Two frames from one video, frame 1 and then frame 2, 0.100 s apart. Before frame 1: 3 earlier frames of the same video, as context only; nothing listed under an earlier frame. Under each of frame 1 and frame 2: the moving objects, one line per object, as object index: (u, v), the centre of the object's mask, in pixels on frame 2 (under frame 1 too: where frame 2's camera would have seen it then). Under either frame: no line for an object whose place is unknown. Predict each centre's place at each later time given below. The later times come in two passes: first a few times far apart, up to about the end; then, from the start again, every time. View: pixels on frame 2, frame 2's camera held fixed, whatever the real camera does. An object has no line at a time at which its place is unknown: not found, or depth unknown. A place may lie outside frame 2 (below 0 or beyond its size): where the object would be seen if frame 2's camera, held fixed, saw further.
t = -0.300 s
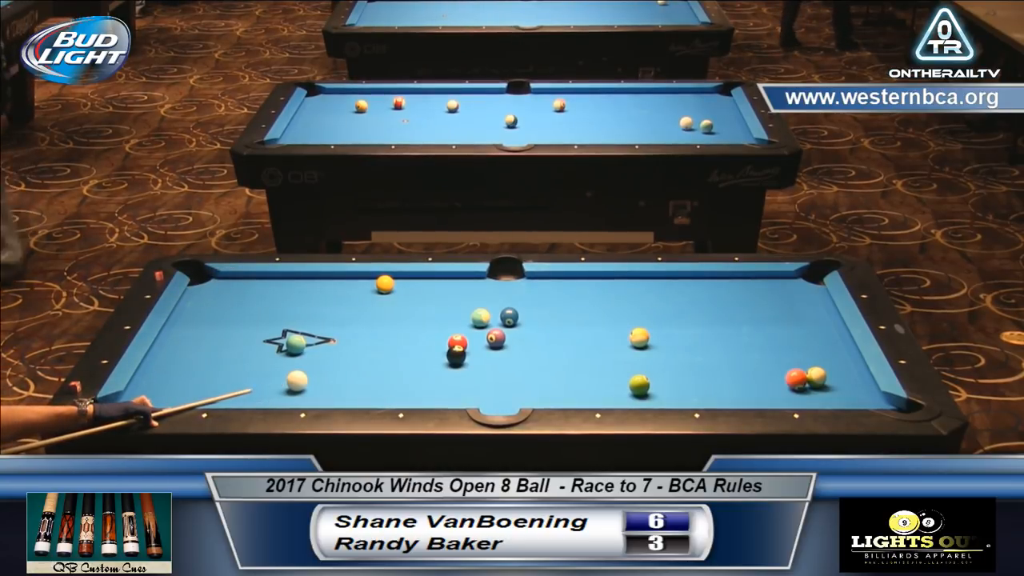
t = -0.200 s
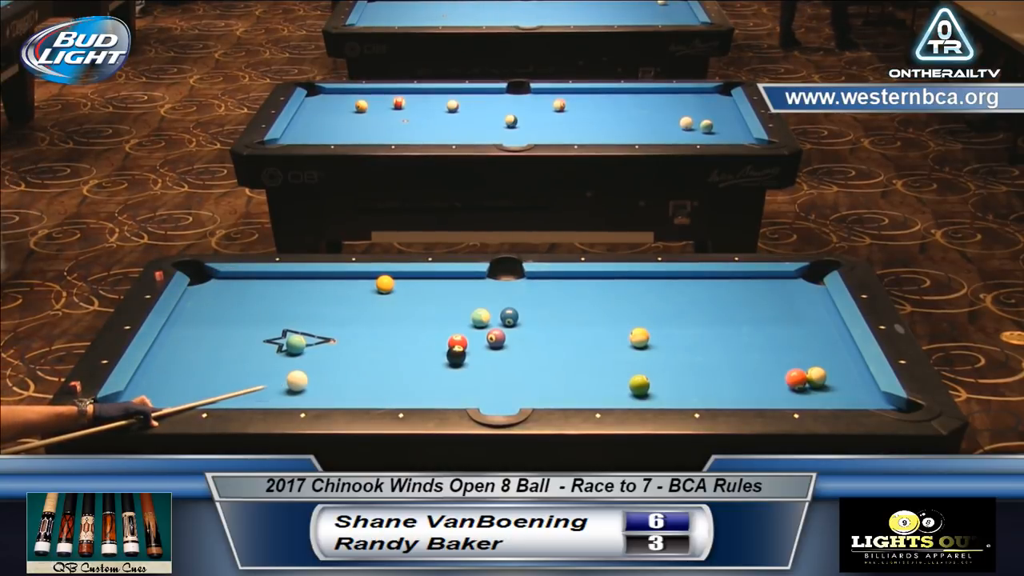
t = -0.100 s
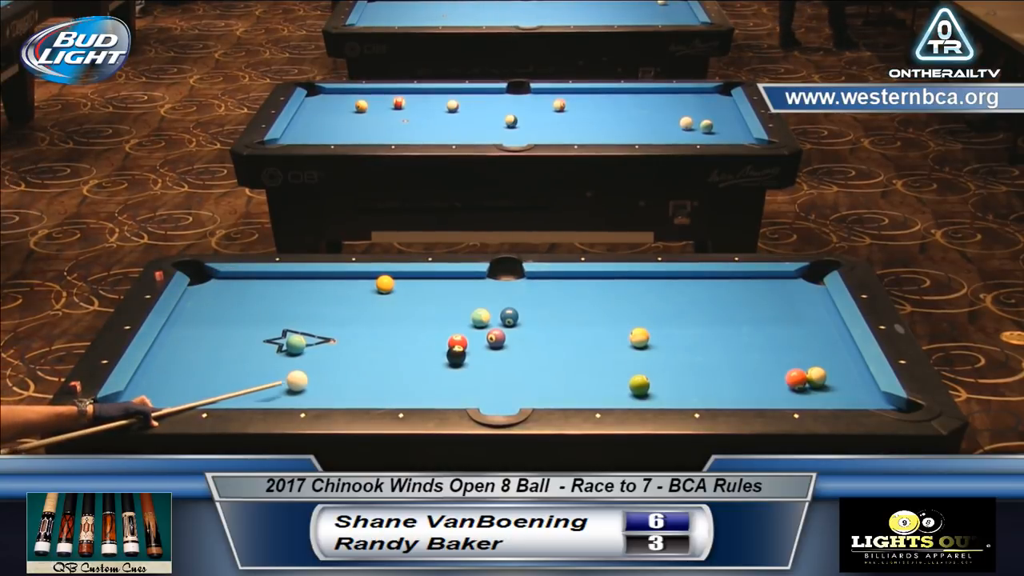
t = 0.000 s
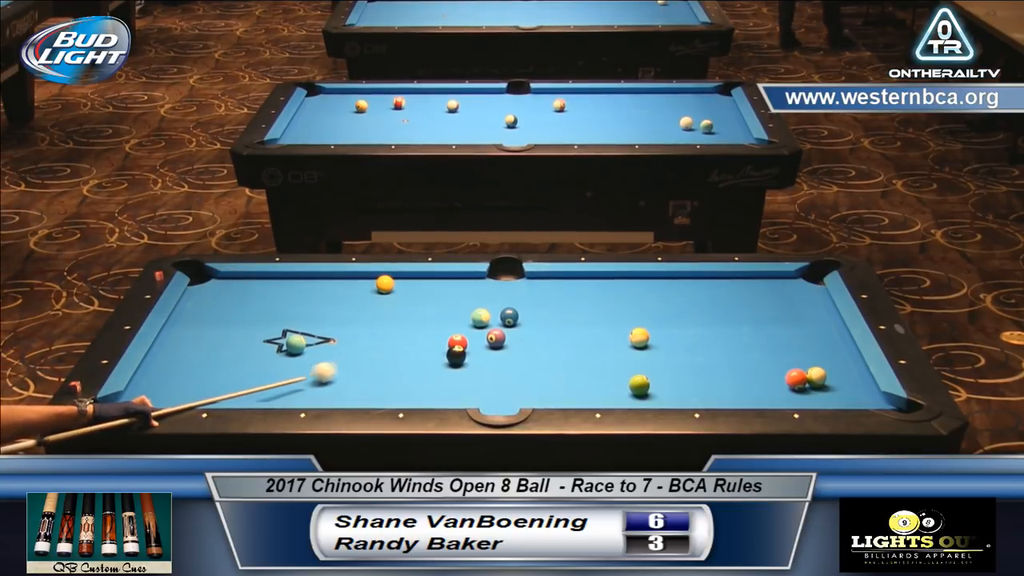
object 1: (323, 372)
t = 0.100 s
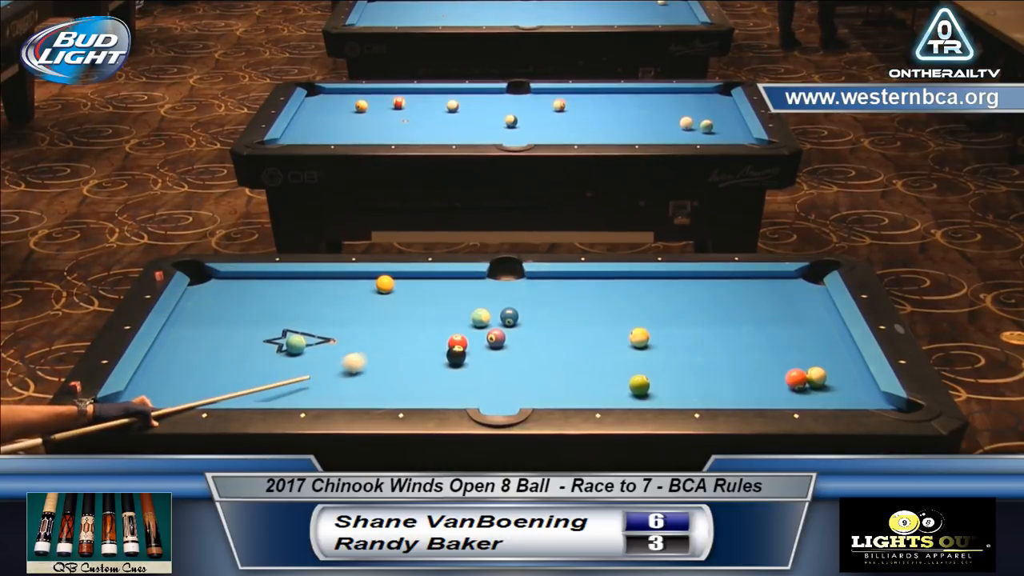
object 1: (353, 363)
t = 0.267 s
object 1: (400, 349)
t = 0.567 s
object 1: (477, 325)
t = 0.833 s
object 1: (532, 322)
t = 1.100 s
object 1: (583, 319)
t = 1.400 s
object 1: (639, 316)
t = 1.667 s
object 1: (686, 313)
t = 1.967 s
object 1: (736, 310)
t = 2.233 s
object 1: (778, 308)
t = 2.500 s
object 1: (817, 305)
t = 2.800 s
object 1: (804, 304)
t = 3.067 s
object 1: (781, 303)
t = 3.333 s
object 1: (760, 302)
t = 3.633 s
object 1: (738, 301)
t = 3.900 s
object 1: (720, 300)
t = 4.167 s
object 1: (704, 300)
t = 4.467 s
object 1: (688, 299)
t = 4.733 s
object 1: (675, 298)
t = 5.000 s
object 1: (664, 298)
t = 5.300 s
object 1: (654, 297)
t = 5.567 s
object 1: (647, 297)
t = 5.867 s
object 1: (641, 297)
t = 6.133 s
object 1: (638, 296)
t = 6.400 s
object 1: (636, 297)
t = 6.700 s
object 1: (635, 297)
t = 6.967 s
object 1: (635, 297)
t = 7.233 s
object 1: (635, 297)
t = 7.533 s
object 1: (635, 297)
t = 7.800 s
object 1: (635, 297)
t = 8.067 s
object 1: (635, 297)
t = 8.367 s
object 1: (635, 297)
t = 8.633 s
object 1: (635, 297)
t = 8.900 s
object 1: (635, 297)
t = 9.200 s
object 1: (635, 297)
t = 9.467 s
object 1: (635, 297)
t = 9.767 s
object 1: (635, 297)
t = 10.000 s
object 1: (635, 297)
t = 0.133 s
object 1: (363, 360)
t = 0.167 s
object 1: (373, 357)
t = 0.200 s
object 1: (382, 354)
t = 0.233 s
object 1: (391, 351)
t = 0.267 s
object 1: (400, 349)
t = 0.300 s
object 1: (410, 346)
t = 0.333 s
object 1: (418, 343)
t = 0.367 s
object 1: (427, 340)
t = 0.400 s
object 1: (436, 338)
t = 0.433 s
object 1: (444, 334)
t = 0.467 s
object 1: (452, 330)
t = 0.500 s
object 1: (462, 328)
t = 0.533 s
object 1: (469, 327)
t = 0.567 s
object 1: (477, 325)
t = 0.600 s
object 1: (484, 324)
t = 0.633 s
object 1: (490, 323)
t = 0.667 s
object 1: (497, 322)
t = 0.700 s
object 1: (505, 323)
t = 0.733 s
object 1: (511, 323)
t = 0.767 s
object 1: (518, 323)
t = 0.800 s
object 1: (525, 323)
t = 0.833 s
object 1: (532, 322)
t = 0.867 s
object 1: (538, 322)
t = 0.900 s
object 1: (544, 322)
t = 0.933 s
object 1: (551, 321)
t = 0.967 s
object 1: (558, 321)
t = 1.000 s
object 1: (564, 320)
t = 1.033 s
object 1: (571, 320)
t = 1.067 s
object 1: (577, 320)
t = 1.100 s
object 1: (583, 319)
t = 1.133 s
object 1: (590, 319)
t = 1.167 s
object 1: (596, 318)
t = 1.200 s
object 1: (603, 318)
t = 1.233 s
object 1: (609, 318)
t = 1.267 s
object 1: (615, 318)
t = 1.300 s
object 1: (621, 317)
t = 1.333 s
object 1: (627, 317)
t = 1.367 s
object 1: (633, 316)
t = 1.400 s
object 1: (639, 316)
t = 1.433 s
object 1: (645, 316)
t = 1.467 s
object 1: (651, 315)
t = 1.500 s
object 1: (656, 315)
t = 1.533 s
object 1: (662, 315)
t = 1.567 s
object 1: (668, 314)
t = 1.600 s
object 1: (674, 314)
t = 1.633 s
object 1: (680, 313)
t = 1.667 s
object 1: (686, 313)
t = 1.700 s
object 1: (691, 313)
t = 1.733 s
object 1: (697, 313)
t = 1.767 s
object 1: (703, 312)
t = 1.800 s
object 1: (708, 312)
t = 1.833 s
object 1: (714, 311)
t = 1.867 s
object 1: (719, 311)
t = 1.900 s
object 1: (725, 311)
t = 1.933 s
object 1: (730, 311)
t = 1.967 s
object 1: (736, 310)
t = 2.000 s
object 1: (741, 310)
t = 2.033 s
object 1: (747, 310)
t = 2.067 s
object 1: (752, 309)
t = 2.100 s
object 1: (757, 309)
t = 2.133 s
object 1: (762, 309)
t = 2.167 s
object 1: (767, 309)
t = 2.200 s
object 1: (773, 308)
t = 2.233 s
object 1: (778, 308)
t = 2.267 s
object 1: (783, 308)
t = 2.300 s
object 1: (788, 307)
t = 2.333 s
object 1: (793, 307)
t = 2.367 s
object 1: (798, 307)
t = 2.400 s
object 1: (803, 306)
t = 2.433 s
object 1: (808, 306)
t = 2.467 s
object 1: (813, 306)
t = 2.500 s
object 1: (817, 305)
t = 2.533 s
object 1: (822, 305)
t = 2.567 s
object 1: (825, 305)
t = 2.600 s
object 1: (822, 305)
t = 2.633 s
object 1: (819, 305)
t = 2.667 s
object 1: (816, 304)
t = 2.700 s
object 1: (813, 304)
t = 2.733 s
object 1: (810, 304)
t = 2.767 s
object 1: (807, 304)
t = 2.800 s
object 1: (804, 304)
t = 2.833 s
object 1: (801, 304)
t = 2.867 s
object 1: (798, 303)
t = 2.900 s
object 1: (795, 303)
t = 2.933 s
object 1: (792, 303)
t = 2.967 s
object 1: (789, 303)
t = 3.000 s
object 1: (787, 303)
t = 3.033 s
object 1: (783, 303)
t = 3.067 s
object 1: (781, 303)
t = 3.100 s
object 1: (778, 303)
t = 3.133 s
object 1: (775, 303)
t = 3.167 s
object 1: (773, 302)
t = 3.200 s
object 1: (770, 302)
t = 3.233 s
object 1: (767, 302)
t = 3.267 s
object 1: (765, 302)
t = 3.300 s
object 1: (762, 302)
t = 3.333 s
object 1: (760, 302)
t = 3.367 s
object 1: (757, 302)
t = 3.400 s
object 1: (755, 302)
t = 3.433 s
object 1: (752, 302)
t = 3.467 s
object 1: (750, 301)
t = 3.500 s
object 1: (747, 301)
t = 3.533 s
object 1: (745, 301)
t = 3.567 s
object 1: (743, 301)
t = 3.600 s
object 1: (740, 301)
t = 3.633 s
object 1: (738, 301)
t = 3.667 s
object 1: (735, 301)
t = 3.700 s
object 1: (733, 301)
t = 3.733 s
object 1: (731, 300)
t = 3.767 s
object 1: (729, 301)
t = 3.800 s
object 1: (726, 301)
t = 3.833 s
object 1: (724, 300)
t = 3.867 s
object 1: (722, 300)
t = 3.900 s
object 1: (720, 300)
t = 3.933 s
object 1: (718, 300)
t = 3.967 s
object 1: (716, 300)
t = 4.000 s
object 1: (714, 300)
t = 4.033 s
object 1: (712, 300)
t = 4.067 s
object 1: (710, 300)
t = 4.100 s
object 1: (708, 300)
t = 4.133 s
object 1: (706, 300)
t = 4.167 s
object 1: (704, 300)
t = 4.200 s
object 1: (702, 299)
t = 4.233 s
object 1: (700, 299)
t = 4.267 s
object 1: (698, 299)
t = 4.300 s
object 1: (697, 299)
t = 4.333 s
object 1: (695, 299)
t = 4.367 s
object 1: (693, 299)
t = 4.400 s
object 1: (691, 299)
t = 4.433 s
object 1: (690, 299)
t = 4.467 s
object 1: (688, 299)
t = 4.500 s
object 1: (686, 299)
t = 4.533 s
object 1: (685, 299)
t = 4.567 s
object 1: (683, 299)
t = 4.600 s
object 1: (682, 298)
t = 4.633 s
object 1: (680, 299)
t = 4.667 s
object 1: (678, 299)
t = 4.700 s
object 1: (677, 298)
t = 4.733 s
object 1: (675, 298)
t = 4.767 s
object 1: (674, 298)
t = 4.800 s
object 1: (673, 298)
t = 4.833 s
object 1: (671, 298)
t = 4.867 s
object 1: (669, 298)
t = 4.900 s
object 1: (668, 298)
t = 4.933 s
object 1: (667, 298)
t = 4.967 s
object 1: (665, 298)
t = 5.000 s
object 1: (664, 298)
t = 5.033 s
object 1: (663, 298)
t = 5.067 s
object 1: (662, 298)
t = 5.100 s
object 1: (661, 298)
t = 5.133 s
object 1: (660, 298)
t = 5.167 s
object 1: (658, 298)
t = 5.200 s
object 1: (657, 298)
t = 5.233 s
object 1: (656, 298)
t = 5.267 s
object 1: (655, 297)
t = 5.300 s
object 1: (654, 297)
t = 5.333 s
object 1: (653, 298)
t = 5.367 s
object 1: (652, 297)
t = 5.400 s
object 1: (651, 297)
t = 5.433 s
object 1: (650, 297)
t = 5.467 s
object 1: (650, 297)
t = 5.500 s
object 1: (649, 297)
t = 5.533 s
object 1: (648, 297)
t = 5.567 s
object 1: (647, 297)
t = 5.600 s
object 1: (646, 297)
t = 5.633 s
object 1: (645, 297)
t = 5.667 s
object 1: (645, 297)
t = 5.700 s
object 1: (644, 297)
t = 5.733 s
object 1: (643, 297)
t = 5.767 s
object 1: (643, 297)
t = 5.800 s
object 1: (642, 297)
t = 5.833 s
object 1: (642, 297)
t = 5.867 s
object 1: (641, 297)
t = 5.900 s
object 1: (641, 297)
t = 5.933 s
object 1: (640, 296)
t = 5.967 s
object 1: (640, 297)
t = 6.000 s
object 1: (639, 297)
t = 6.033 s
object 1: (639, 297)
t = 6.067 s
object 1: (638, 297)
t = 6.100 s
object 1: (638, 297)
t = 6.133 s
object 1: (638, 296)
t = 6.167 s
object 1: (637, 296)
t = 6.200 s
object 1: (637, 297)
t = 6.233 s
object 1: (637, 297)
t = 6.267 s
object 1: (636, 297)
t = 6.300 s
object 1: (636, 297)
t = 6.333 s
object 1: (636, 297)
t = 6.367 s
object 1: (636, 297)
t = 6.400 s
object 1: (636, 297)
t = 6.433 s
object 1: (635, 297)
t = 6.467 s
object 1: (636, 297)
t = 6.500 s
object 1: (635, 297)
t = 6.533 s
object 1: (635, 297)
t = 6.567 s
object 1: (635, 297)
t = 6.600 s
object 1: (635, 297)
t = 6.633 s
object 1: (635, 297)
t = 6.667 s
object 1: (635, 297)
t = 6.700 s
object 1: (635, 297)
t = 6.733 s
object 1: (635, 297)
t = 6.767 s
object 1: (635, 297)
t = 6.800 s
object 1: (635, 297)
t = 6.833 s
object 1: (635, 297)
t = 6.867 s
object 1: (635, 297)
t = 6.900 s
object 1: (635, 297)
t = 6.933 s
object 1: (635, 297)
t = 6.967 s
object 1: (635, 297)
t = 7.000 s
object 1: (635, 297)
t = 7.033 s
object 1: (635, 297)
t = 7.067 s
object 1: (635, 297)
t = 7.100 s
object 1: (635, 296)
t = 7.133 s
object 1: (635, 297)
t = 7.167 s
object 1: (635, 297)
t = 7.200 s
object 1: (635, 296)
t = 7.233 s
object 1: (635, 297)
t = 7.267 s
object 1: (635, 297)
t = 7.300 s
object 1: (635, 297)
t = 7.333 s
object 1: (635, 297)
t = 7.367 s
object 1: (635, 297)
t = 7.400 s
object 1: (635, 297)
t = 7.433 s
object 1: (635, 297)
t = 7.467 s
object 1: (635, 297)
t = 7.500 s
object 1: (635, 297)
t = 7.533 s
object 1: (635, 297)
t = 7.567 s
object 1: (635, 297)
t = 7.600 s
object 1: (635, 297)
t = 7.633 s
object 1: (635, 296)
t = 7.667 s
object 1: (635, 297)
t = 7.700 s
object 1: (635, 297)
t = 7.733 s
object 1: (635, 297)
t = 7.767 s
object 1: (635, 297)
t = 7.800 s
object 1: (635, 297)
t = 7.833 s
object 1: (635, 297)
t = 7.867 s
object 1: (635, 297)
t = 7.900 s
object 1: (635, 297)
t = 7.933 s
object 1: (635, 296)
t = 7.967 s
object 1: (635, 297)
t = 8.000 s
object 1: (635, 297)
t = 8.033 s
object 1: (635, 297)
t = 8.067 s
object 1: (635, 297)
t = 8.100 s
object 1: (635, 297)
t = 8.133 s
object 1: (635, 297)
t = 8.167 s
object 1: (635, 297)
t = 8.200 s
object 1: (635, 297)
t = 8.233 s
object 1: (635, 297)
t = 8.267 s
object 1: (635, 297)
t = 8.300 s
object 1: (635, 297)
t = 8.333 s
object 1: (635, 297)
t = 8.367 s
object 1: (635, 297)
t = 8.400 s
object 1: (635, 297)
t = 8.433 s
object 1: (635, 297)
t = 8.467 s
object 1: (635, 297)
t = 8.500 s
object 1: (635, 297)
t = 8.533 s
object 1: (635, 297)
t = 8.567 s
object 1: (635, 297)
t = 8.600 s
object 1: (635, 297)
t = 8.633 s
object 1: (635, 297)
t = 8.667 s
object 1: (635, 297)
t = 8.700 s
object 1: (635, 297)
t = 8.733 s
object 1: (635, 297)
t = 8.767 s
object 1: (635, 297)
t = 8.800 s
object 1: (635, 297)
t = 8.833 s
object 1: (635, 297)
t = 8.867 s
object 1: (636, 297)
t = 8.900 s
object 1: (635, 297)
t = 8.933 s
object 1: (635, 297)
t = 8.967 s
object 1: (635, 297)
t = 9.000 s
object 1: (635, 297)
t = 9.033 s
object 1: (635, 297)
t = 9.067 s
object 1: (635, 297)
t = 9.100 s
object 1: (635, 297)
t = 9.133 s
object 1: (635, 297)
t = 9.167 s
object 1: (635, 297)
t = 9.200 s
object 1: (635, 297)
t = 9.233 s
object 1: (635, 297)
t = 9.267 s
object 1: (635, 297)
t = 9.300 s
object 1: (635, 297)
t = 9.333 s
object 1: (635, 297)
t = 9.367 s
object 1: (635, 297)
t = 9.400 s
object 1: (635, 297)
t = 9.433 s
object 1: (635, 297)
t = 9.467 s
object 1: (635, 297)
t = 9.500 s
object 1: (635, 297)
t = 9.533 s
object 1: (635, 297)
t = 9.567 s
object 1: (635, 297)
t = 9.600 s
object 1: (635, 297)
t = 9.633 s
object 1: (635, 297)
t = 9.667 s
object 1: (635, 297)
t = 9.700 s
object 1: (635, 297)
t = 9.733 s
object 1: (635, 297)
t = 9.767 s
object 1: (635, 297)
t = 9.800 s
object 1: (635, 297)
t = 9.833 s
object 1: (635, 297)
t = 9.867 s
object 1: (635, 297)
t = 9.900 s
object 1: (635, 297)
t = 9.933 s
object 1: (635, 297)
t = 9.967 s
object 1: (635, 297)
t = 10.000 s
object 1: (635, 297)
